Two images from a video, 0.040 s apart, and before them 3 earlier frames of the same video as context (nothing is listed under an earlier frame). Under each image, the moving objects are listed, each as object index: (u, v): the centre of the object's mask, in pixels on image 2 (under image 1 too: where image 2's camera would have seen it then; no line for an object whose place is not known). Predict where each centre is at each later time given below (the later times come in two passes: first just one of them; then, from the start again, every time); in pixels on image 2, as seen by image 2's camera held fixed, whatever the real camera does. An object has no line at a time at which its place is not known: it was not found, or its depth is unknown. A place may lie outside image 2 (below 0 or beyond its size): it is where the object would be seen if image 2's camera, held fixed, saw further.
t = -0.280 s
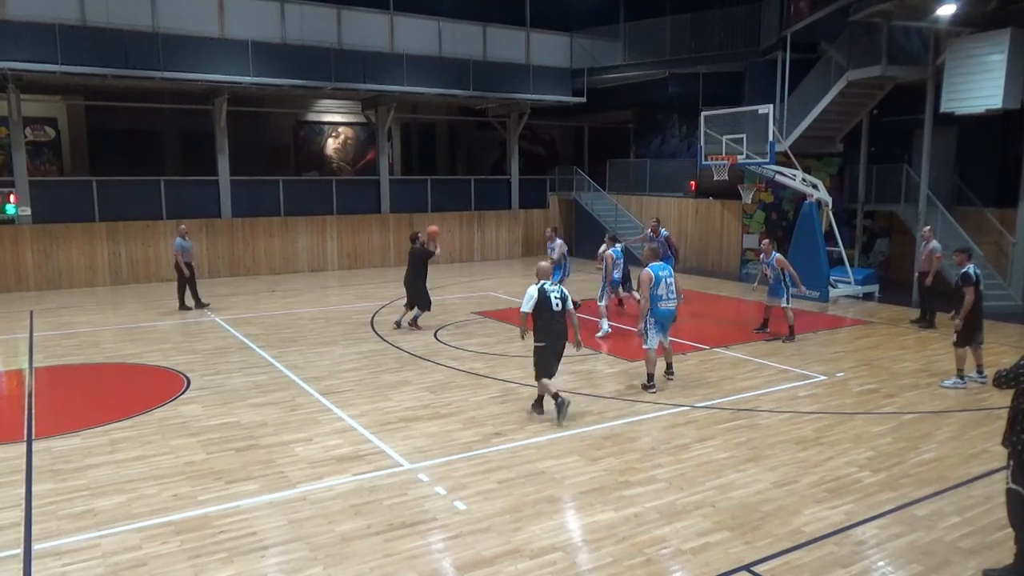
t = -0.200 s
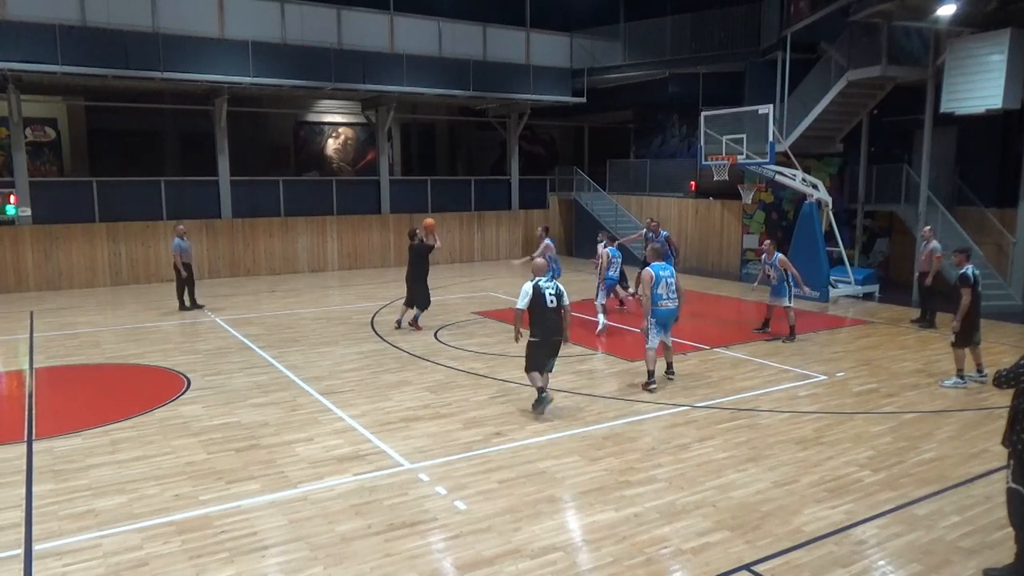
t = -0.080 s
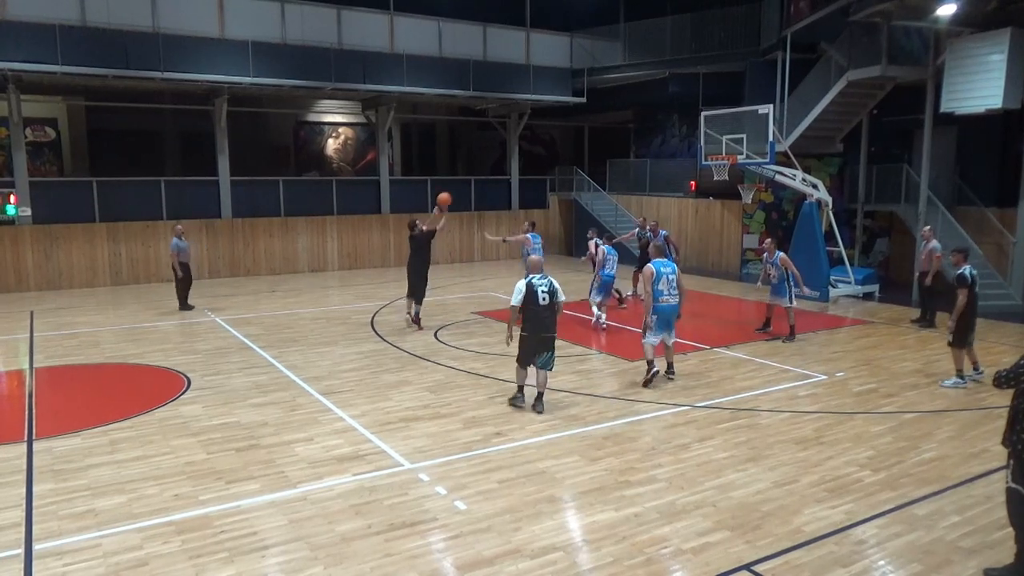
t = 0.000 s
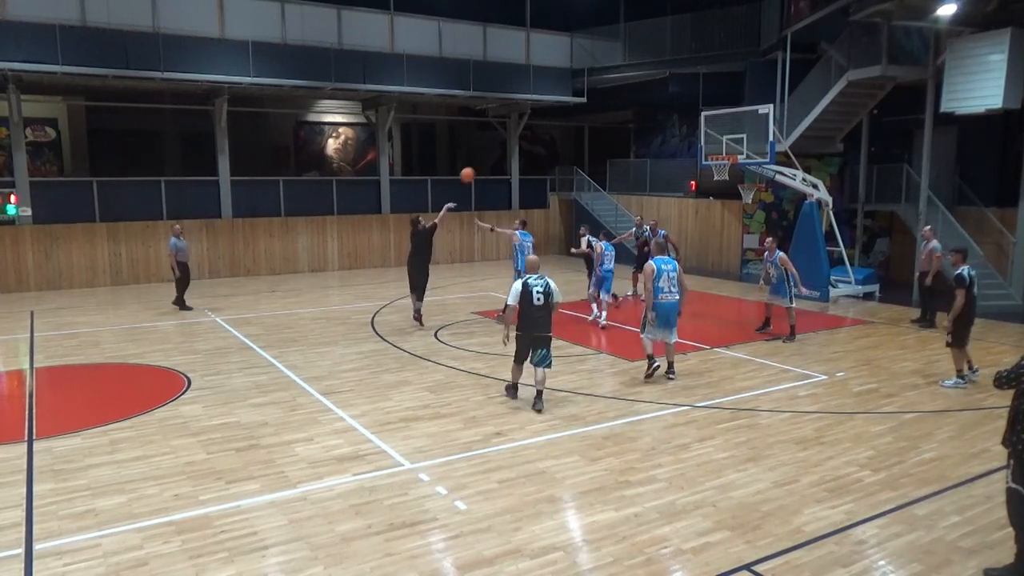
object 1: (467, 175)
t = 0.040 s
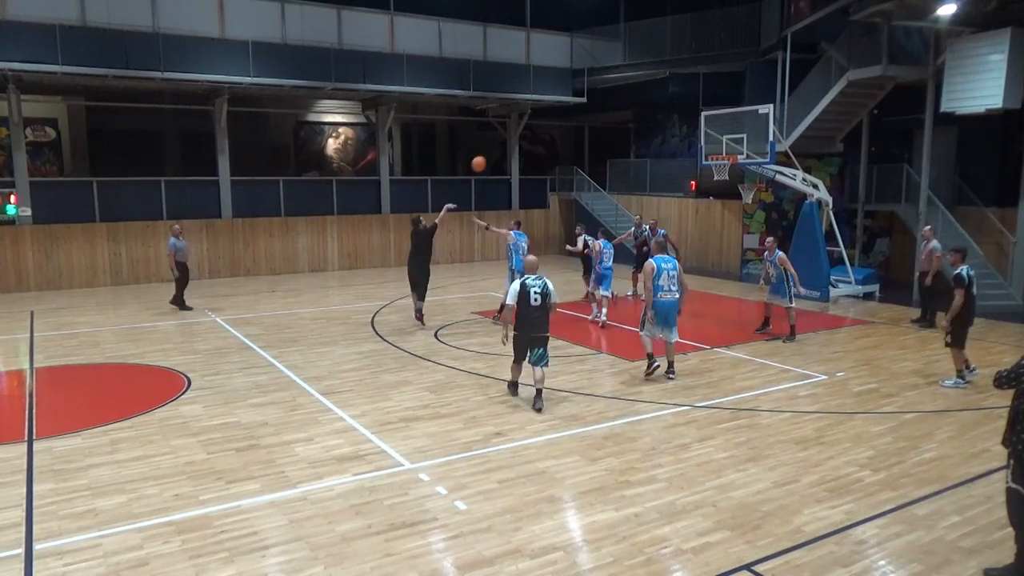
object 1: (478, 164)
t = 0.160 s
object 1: (512, 137)
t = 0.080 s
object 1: (490, 154)
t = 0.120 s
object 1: (501, 145)
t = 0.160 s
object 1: (512, 137)
